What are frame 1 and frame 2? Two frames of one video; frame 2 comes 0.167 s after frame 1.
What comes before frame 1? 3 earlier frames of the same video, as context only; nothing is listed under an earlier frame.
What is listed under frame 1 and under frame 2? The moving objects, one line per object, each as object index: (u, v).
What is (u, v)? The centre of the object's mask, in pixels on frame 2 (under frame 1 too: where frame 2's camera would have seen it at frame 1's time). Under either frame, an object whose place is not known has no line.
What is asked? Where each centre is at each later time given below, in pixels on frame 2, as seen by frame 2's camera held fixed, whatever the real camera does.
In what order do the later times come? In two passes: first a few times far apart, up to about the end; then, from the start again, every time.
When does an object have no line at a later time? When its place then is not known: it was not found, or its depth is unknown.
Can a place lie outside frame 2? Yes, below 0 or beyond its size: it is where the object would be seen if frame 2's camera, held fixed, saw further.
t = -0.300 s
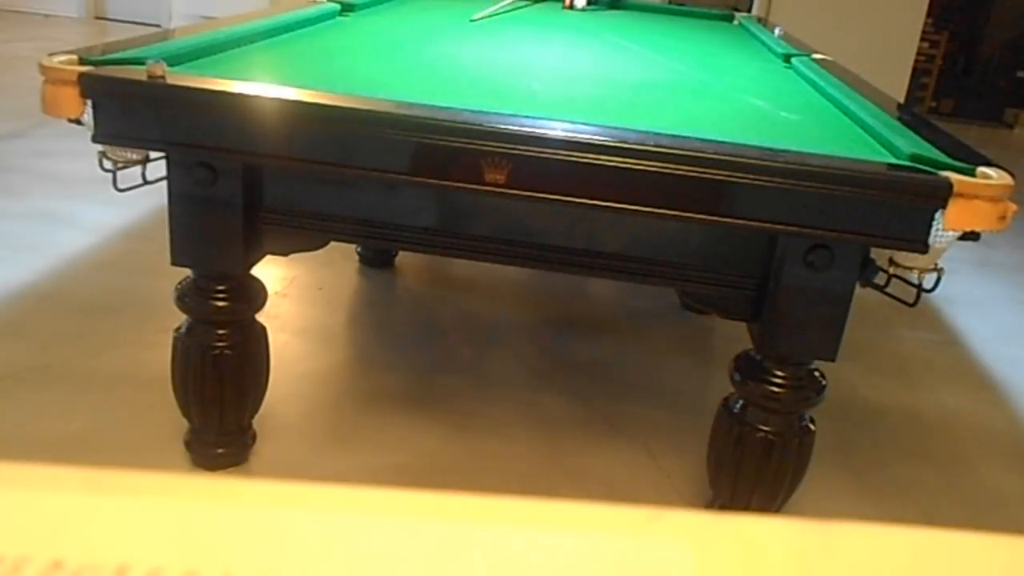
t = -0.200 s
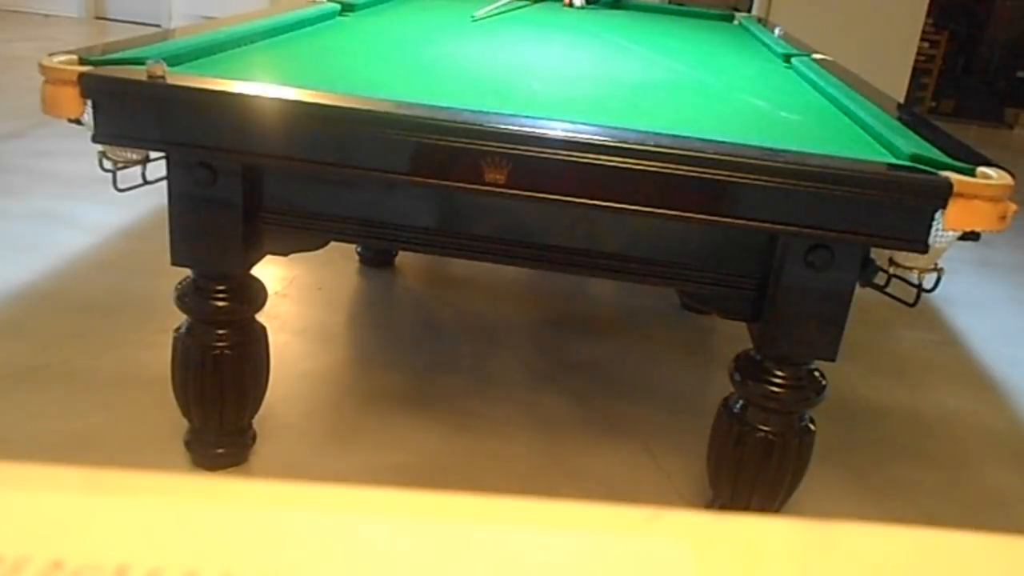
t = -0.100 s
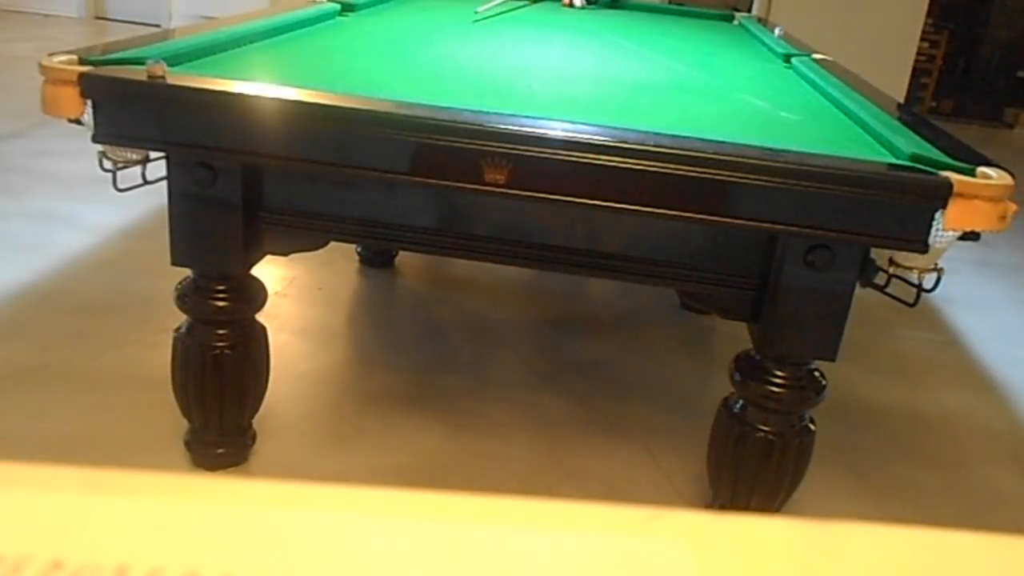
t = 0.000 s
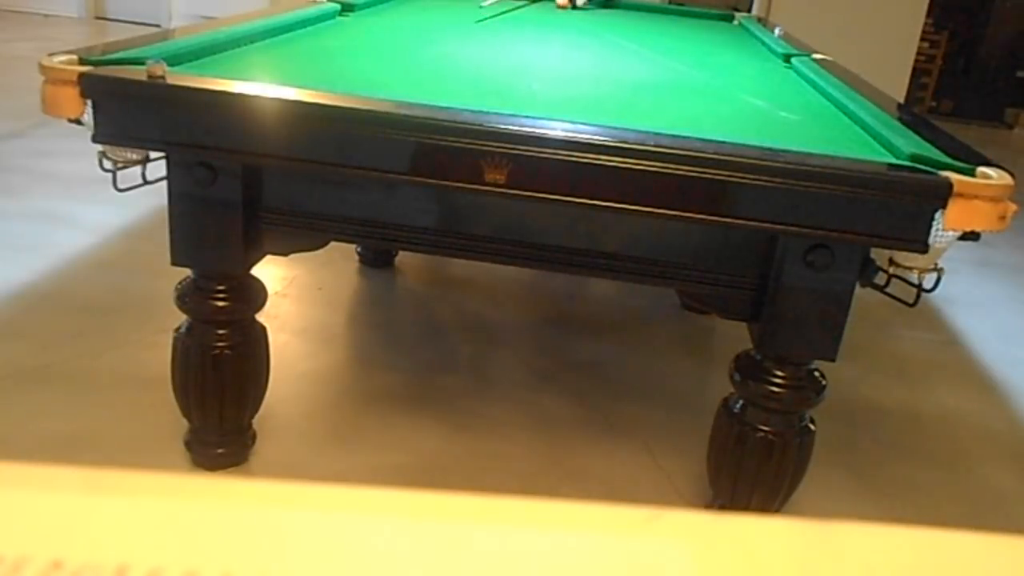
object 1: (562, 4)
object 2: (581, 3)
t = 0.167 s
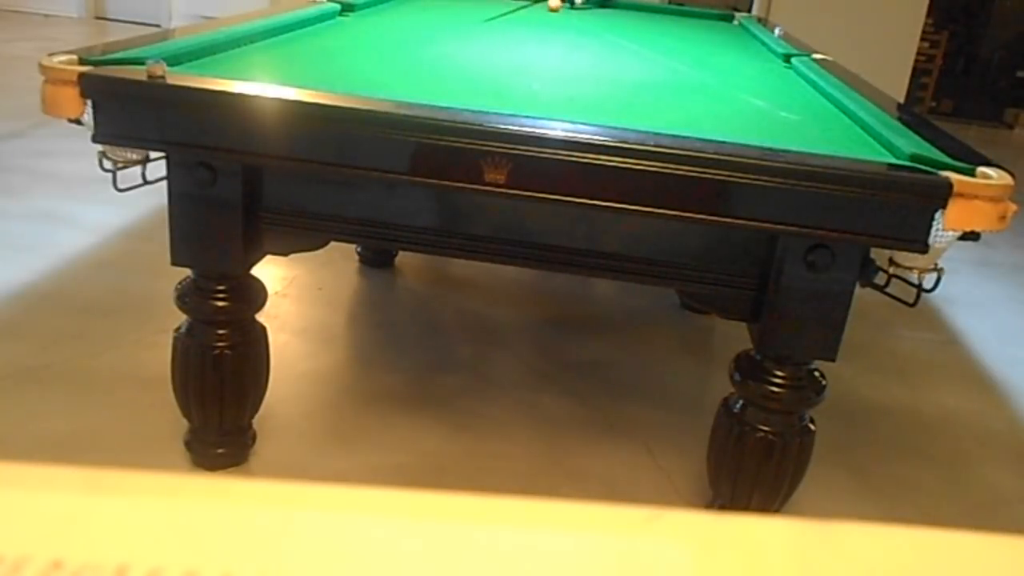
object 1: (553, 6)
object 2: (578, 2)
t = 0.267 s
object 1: (549, 7)
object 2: (577, 4)
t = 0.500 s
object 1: (537, 10)
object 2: (573, 3)
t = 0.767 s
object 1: (522, 16)
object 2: (573, 3)
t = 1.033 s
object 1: (505, 22)
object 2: (573, 3)
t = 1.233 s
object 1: (492, 27)
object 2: (573, 3)
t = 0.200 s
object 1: (552, 6)
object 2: (578, 3)
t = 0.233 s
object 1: (550, 6)
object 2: (577, 3)
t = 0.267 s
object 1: (549, 7)
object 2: (577, 4)
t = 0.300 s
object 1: (547, 7)
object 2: (577, 4)
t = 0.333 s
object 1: (545, 8)
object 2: (577, 3)
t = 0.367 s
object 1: (544, 8)
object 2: (574, 4)
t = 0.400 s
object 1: (542, 8)
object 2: (574, 4)
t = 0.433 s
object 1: (540, 9)
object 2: (574, 4)
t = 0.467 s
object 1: (539, 9)
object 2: (574, 4)
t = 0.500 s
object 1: (537, 10)
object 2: (573, 3)
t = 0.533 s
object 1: (535, 11)
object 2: (573, 4)
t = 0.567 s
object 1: (533, 12)
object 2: (573, 4)
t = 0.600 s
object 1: (532, 13)
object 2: (573, 3)
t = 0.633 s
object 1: (530, 13)
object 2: (573, 4)
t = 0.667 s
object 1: (528, 14)
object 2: (573, 3)
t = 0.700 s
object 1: (526, 15)
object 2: (573, 3)
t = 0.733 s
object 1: (524, 15)
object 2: (573, 4)
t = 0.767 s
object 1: (522, 16)
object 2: (573, 3)
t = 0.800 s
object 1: (520, 17)
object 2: (573, 3)
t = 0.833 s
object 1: (518, 17)
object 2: (573, 3)
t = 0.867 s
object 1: (516, 18)
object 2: (573, 4)
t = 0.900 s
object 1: (514, 19)
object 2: (573, 4)
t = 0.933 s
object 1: (512, 20)
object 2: (573, 3)
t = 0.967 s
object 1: (510, 21)
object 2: (573, 3)
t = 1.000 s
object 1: (508, 21)
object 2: (573, 3)
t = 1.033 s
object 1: (505, 22)
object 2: (573, 3)
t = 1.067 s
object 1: (503, 23)
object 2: (573, 3)
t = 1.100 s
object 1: (501, 24)
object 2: (573, 3)
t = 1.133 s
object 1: (499, 25)
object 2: (573, 3)
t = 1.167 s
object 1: (497, 26)
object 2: (573, 3)
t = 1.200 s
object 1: (494, 26)
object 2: (573, 3)
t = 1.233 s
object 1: (492, 27)
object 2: (573, 3)
